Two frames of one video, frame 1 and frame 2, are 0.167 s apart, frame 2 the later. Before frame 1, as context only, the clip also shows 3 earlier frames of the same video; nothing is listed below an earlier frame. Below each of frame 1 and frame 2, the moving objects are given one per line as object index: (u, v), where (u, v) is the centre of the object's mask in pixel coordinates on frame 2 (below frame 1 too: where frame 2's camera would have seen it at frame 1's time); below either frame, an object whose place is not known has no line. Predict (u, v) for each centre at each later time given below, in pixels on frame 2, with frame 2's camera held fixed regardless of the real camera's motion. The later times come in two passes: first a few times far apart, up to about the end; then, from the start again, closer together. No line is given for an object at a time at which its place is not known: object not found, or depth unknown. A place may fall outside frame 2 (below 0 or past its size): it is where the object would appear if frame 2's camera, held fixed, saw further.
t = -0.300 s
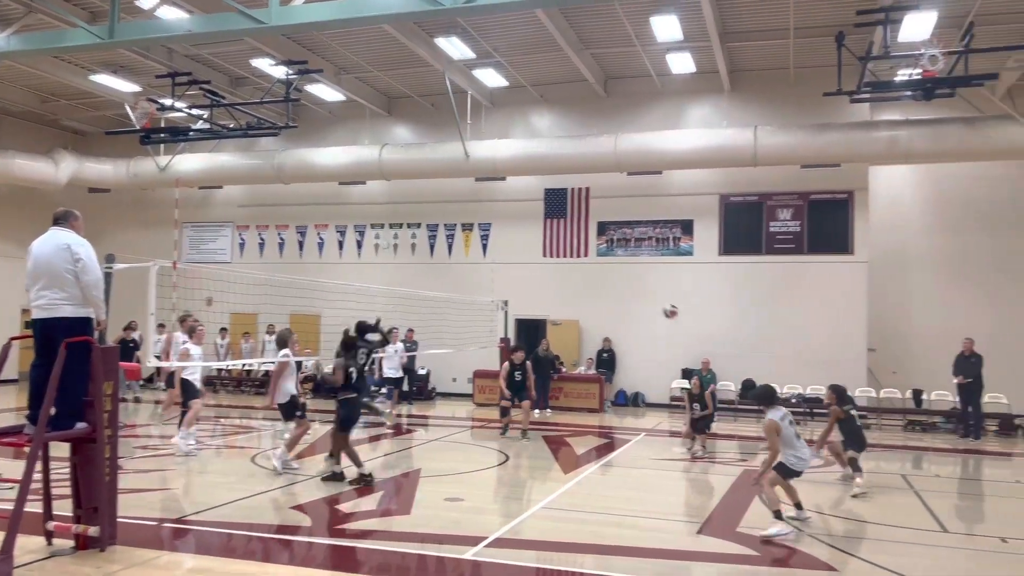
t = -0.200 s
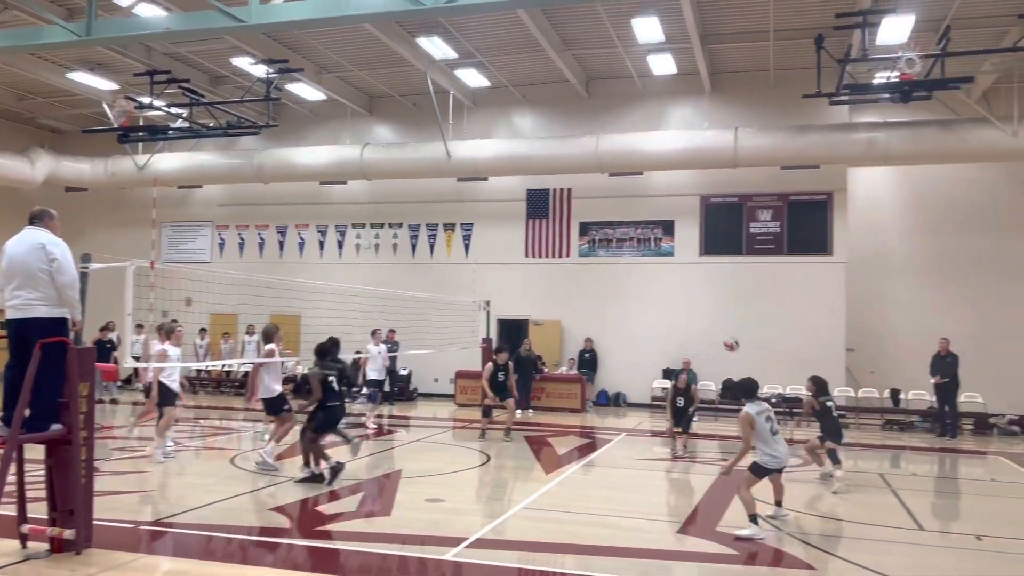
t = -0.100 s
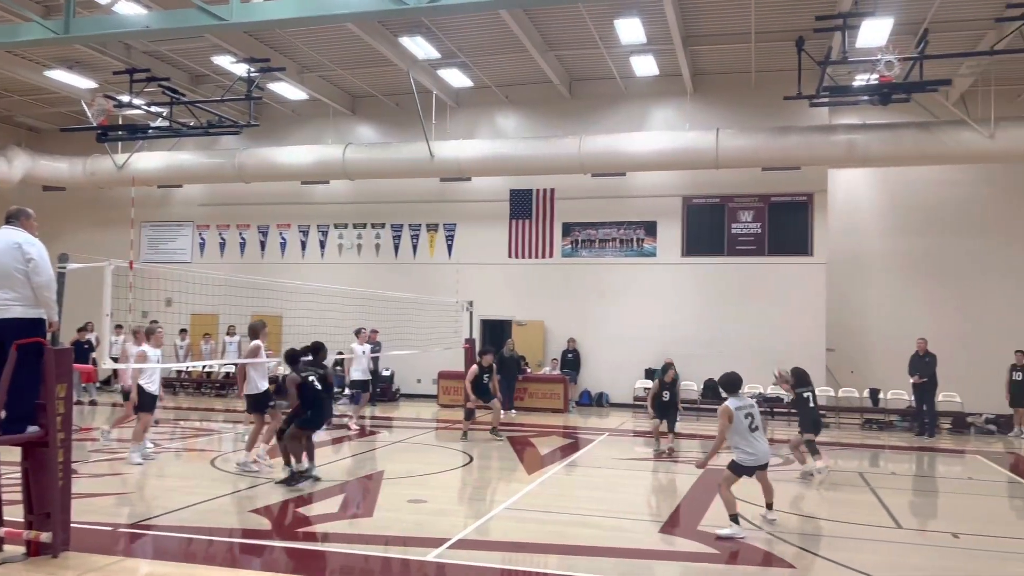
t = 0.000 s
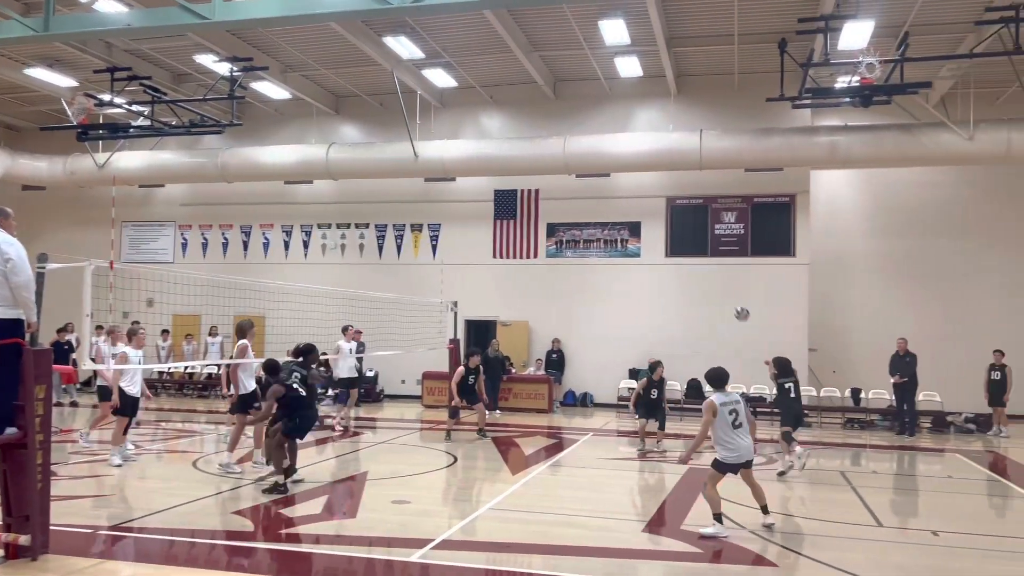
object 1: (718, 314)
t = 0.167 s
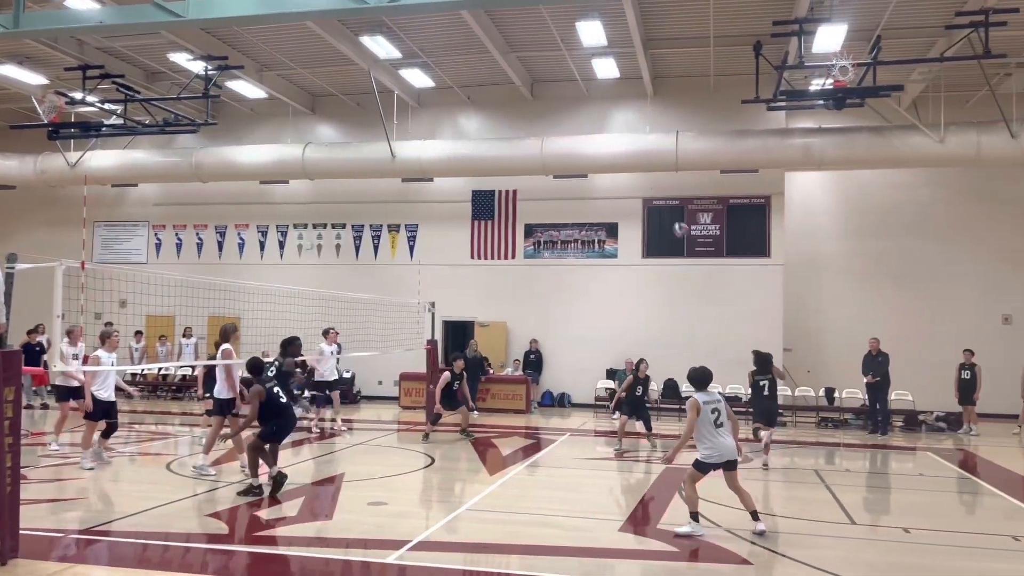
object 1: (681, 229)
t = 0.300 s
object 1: (652, 177)
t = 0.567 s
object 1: (596, 106)
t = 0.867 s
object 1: (535, 83)
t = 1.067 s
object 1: (494, 102)
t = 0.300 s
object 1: (652, 177)
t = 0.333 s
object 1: (645, 165)
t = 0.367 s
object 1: (638, 155)
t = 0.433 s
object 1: (623, 136)
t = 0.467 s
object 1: (616, 127)
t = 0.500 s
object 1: (609, 120)
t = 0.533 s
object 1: (602, 112)
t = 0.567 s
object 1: (596, 106)
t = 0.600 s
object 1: (589, 100)
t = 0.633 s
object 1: (582, 95)
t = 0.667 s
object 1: (576, 91)
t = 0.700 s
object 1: (569, 88)
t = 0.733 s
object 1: (562, 85)
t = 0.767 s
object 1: (555, 84)
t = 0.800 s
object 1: (548, 83)
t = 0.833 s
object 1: (542, 82)
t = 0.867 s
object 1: (535, 83)
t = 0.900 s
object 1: (528, 85)
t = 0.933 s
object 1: (522, 87)
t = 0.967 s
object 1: (515, 89)
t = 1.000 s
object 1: (508, 92)
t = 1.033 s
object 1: (500, 97)
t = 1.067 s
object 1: (494, 102)
